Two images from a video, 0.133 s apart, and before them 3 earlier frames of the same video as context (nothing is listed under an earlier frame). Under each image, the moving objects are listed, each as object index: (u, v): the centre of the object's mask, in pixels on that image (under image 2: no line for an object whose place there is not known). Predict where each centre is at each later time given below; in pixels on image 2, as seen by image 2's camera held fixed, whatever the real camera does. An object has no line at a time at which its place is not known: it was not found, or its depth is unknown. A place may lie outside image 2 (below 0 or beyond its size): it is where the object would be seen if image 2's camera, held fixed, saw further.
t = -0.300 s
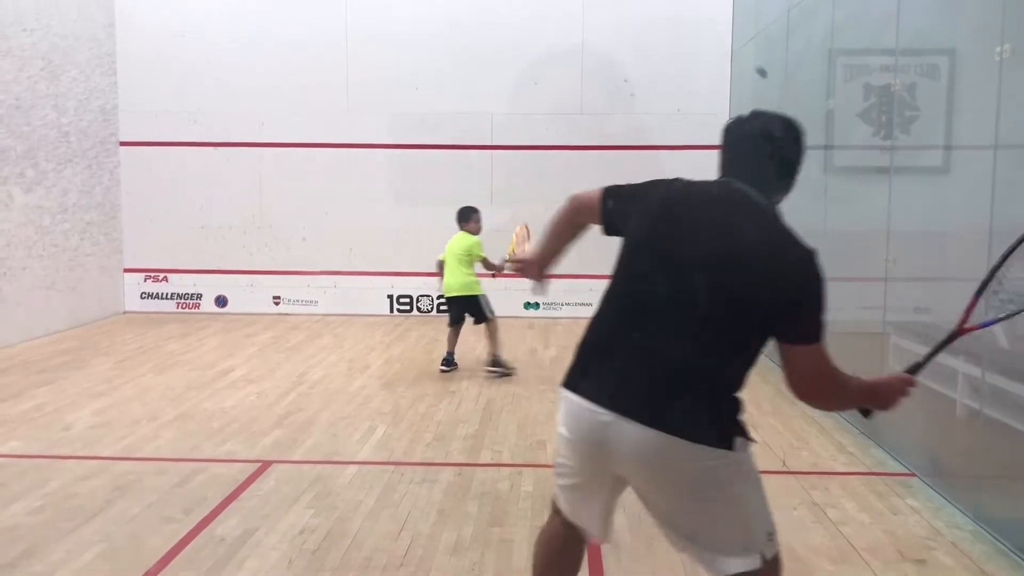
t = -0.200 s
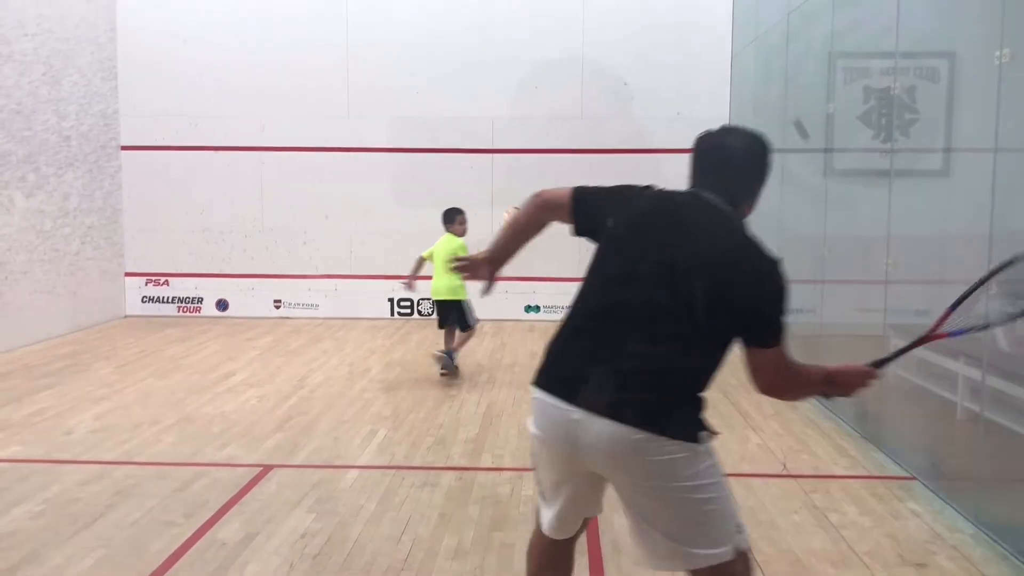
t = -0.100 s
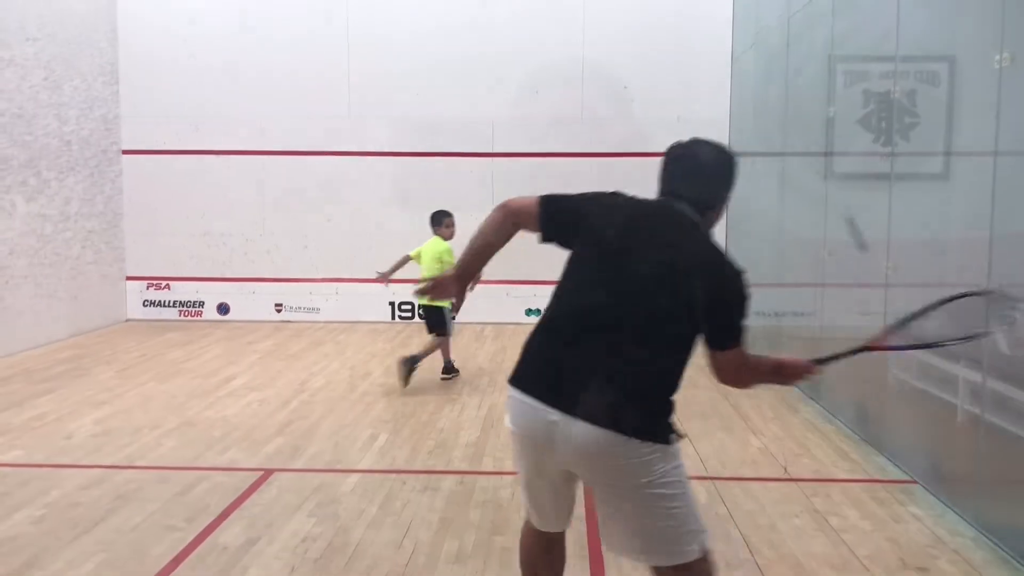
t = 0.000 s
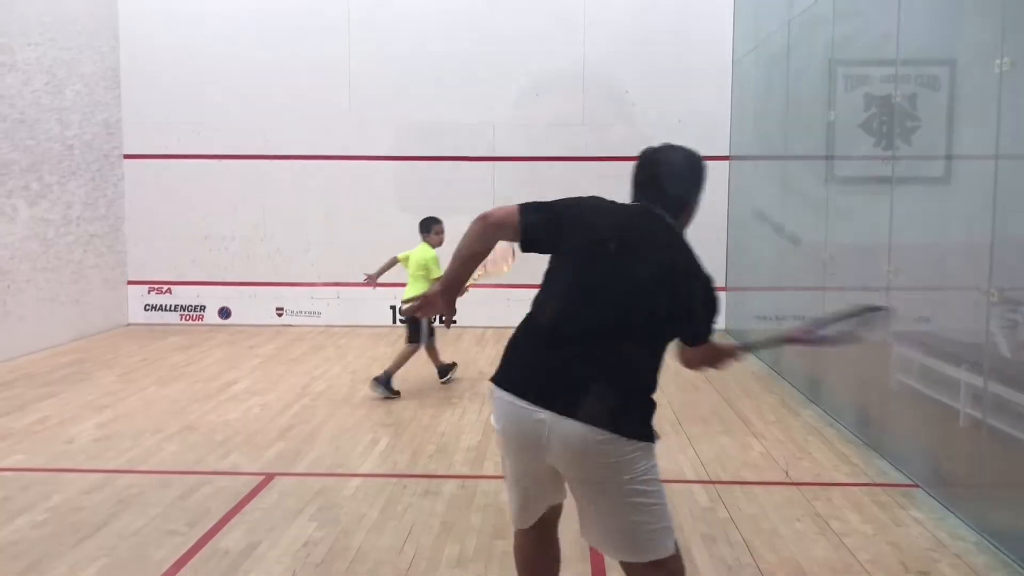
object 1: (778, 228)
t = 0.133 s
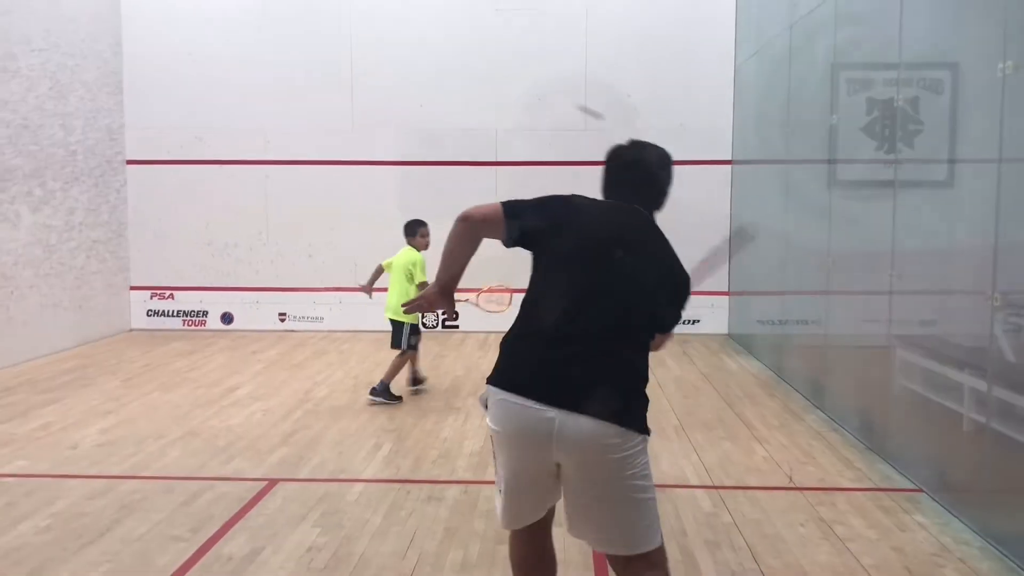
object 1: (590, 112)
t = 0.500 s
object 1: (379, 82)
